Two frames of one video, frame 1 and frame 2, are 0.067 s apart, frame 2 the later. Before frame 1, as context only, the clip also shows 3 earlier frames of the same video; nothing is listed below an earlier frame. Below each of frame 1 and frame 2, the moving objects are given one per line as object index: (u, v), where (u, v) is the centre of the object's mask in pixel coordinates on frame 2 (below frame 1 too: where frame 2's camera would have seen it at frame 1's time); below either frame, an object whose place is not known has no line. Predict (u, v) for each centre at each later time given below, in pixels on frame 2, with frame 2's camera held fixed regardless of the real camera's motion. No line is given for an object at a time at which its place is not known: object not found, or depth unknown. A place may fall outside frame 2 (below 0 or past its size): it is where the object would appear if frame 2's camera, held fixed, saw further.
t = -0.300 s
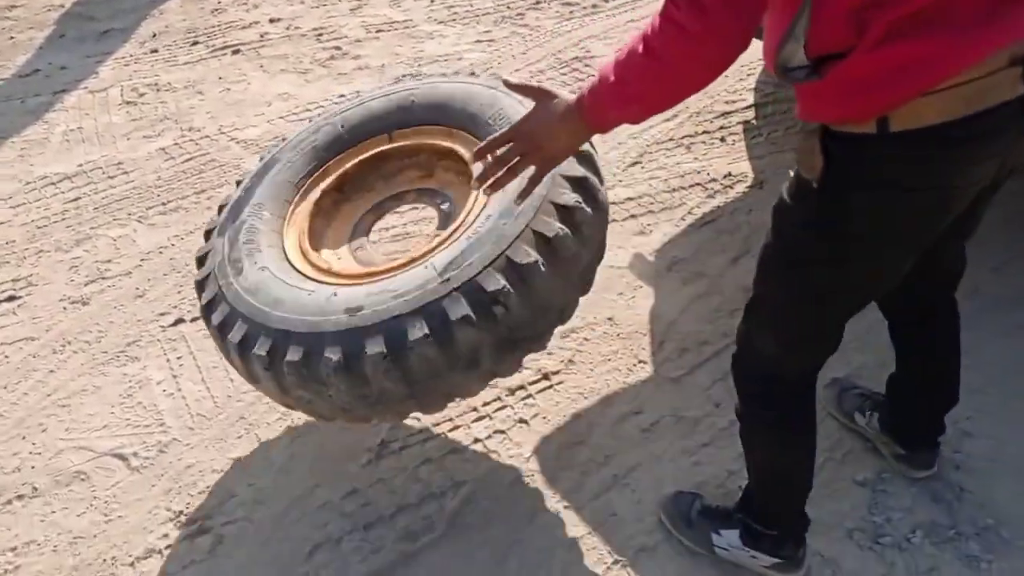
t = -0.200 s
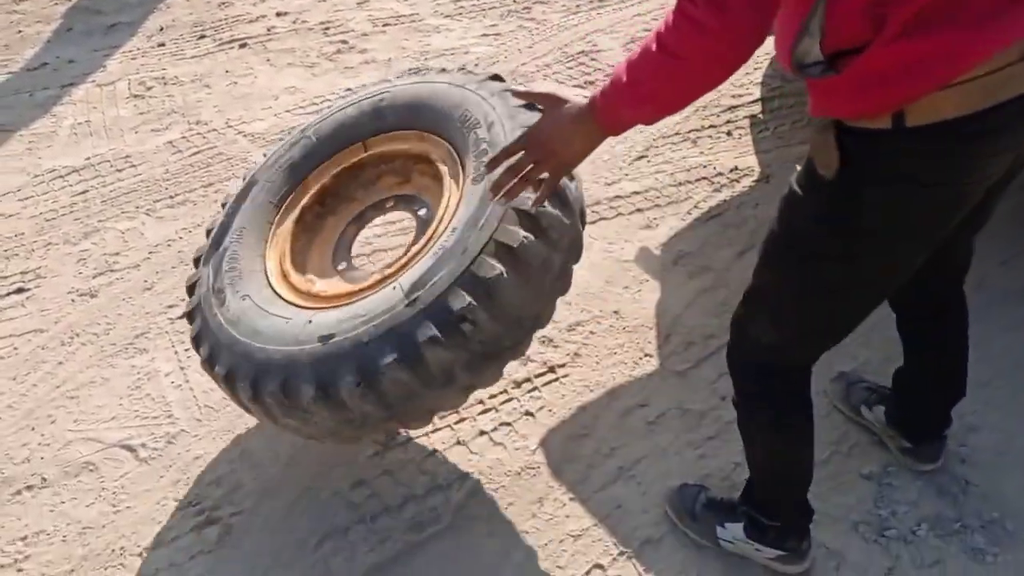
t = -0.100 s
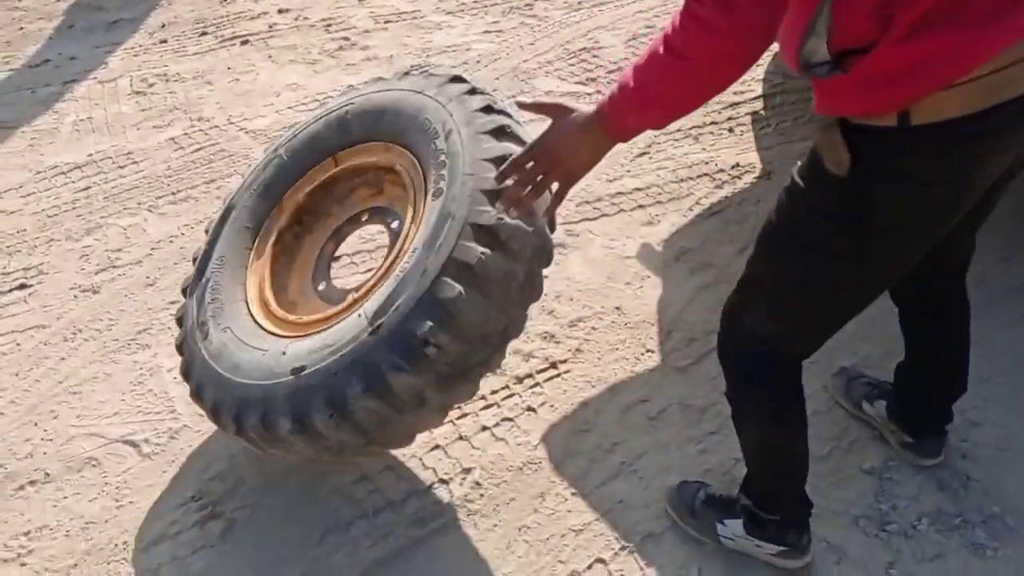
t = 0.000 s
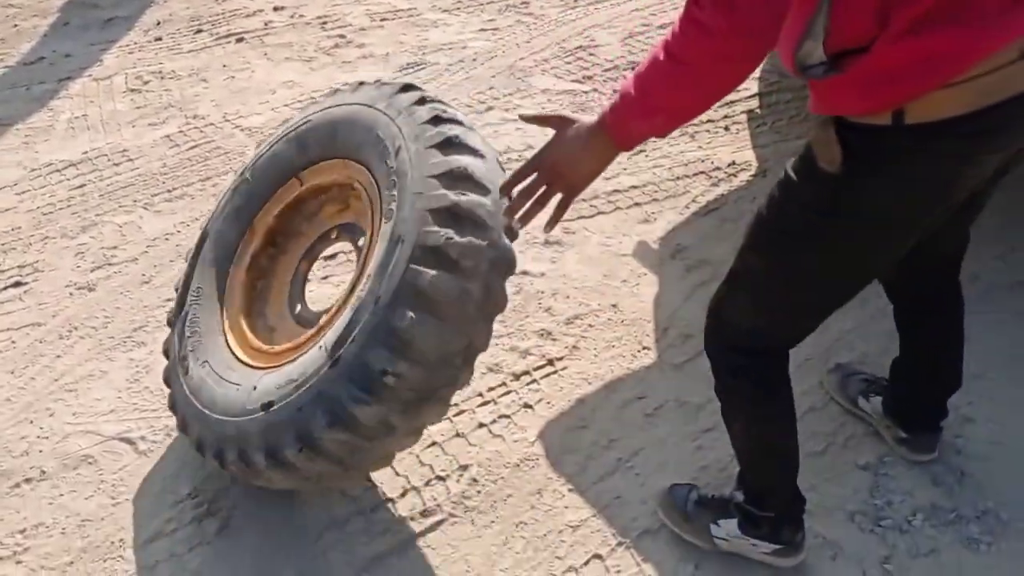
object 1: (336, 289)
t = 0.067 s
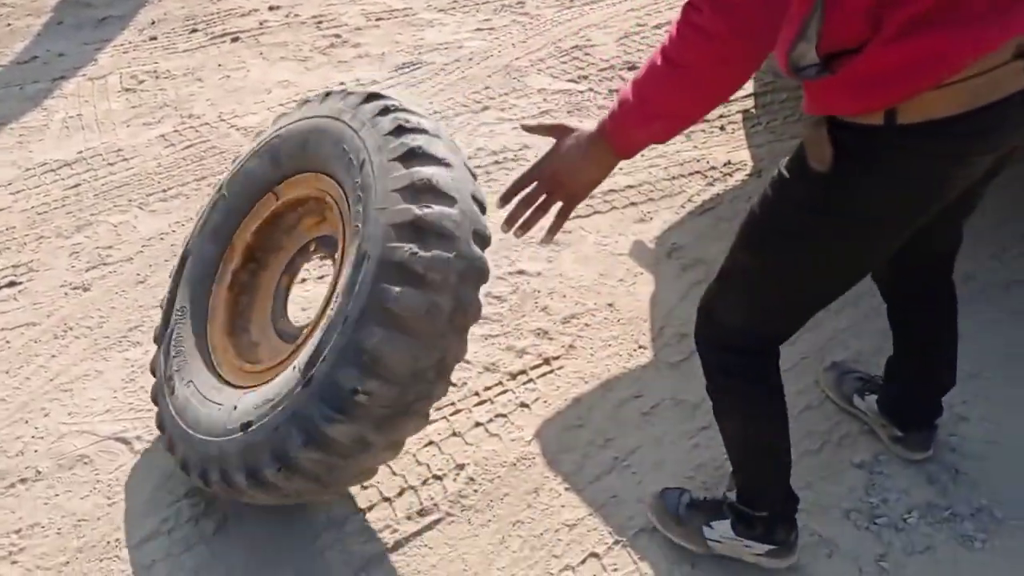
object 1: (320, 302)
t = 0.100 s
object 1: (314, 303)
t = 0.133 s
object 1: (309, 298)
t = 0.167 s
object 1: (305, 291)
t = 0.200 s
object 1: (302, 283)
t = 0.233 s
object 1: (299, 276)
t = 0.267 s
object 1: (295, 268)
